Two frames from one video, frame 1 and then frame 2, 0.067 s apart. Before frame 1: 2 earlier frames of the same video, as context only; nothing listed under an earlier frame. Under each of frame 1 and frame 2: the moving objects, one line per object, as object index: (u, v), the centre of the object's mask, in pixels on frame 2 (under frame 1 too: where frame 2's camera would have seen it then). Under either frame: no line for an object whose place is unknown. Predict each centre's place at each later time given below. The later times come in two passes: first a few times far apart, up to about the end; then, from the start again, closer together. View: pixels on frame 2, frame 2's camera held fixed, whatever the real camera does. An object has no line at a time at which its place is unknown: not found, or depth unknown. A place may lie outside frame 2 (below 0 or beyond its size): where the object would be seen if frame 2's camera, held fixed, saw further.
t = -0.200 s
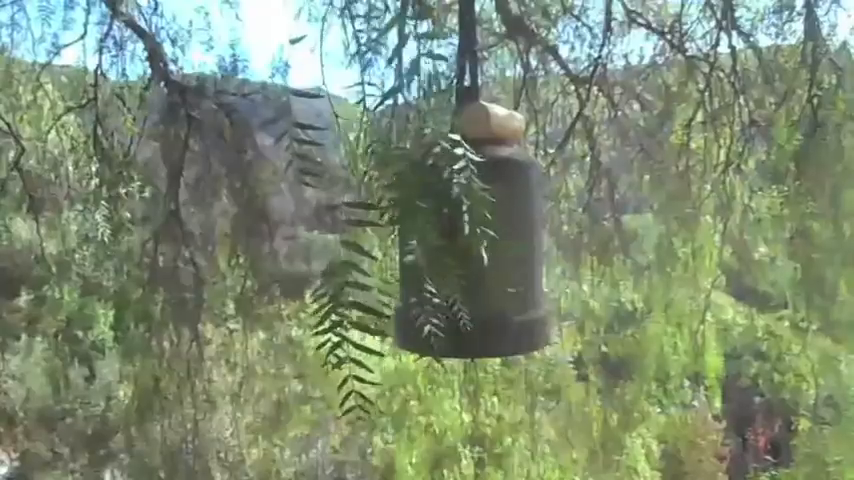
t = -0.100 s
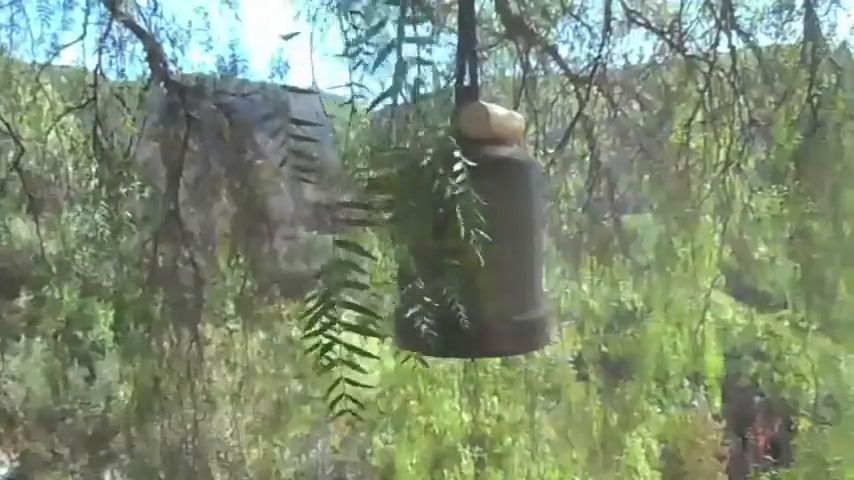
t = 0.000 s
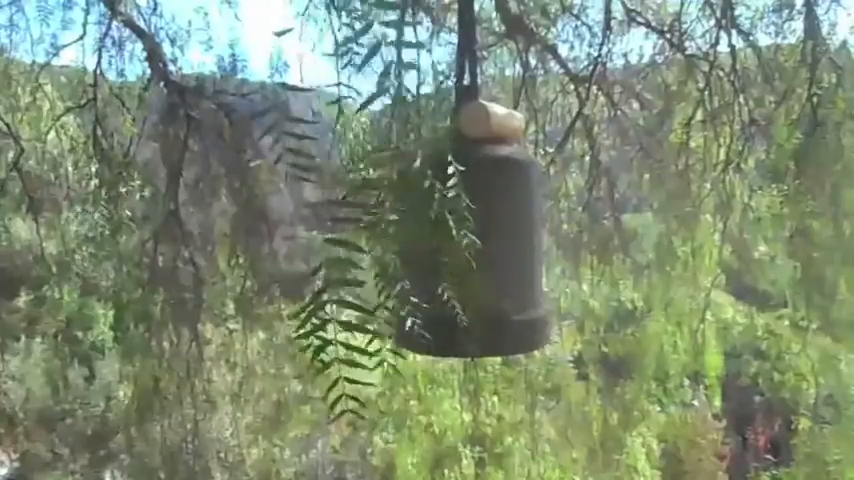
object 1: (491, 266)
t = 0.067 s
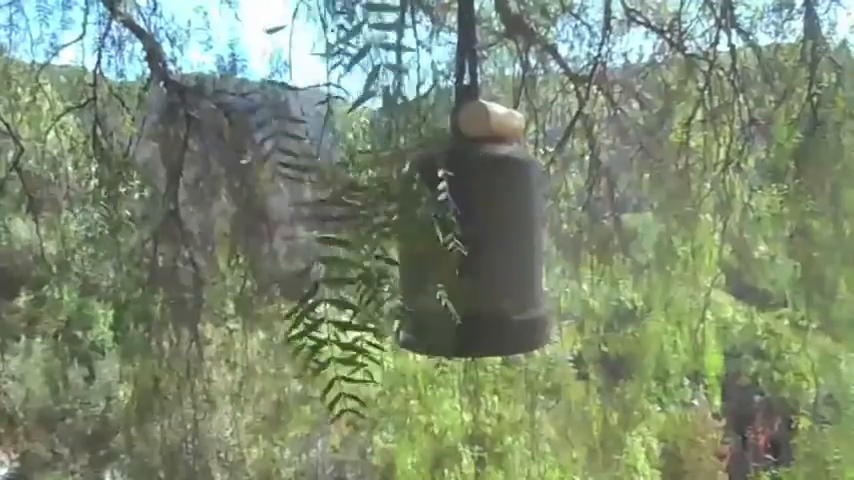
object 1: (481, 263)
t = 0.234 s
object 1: (473, 253)
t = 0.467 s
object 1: (471, 253)
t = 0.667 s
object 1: (472, 253)
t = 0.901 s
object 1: (471, 253)
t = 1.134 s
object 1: (471, 253)
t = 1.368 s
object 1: (471, 253)
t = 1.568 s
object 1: (471, 252)
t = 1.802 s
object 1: (471, 252)
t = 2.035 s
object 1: (471, 252)
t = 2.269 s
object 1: (470, 252)
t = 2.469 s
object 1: (469, 252)
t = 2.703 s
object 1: (467, 252)
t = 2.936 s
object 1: (468, 252)
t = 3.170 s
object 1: (468, 252)
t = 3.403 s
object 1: (467, 249)
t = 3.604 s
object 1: (467, 249)
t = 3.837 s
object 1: (469, 248)
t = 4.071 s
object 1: (469, 248)
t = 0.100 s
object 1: (487, 257)
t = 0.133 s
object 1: (484, 255)
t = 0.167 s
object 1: (481, 253)
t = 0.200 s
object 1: (479, 253)
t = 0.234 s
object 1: (473, 253)
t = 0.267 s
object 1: (471, 252)
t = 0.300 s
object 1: (471, 253)
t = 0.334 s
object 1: (471, 253)
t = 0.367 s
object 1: (471, 253)
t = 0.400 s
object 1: (471, 252)
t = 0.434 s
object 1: (471, 252)
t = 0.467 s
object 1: (471, 253)
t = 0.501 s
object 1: (471, 253)
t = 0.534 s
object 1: (471, 253)
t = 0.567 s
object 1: (471, 253)
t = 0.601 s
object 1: (471, 253)
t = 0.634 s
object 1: (471, 253)
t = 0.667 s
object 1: (472, 253)
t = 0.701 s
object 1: (472, 253)
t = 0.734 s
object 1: (472, 253)
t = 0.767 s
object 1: (471, 252)
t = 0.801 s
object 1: (471, 253)
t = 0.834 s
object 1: (471, 253)
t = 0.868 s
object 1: (471, 253)
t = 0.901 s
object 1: (471, 253)
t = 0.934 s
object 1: (471, 253)
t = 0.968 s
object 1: (471, 253)
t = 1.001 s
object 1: (471, 253)
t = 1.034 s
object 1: (471, 253)
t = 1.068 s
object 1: (471, 253)
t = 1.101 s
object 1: (471, 253)
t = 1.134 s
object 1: (471, 253)
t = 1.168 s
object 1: (471, 253)
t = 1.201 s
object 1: (471, 253)
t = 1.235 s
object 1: (471, 253)
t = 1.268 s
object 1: (471, 253)
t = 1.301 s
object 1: (471, 253)
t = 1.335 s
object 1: (471, 253)
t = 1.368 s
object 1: (471, 253)
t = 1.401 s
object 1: (471, 253)
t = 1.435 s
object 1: (470, 253)
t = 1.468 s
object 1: (471, 252)
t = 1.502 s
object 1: (471, 252)
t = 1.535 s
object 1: (471, 252)
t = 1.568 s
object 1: (471, 252)
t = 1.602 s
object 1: (471, 252)
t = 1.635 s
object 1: (471, 252)
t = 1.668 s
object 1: (470, 252)
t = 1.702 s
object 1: (470, 252)
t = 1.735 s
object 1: (470, 252)
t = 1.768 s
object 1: (470, 252)
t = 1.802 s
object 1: (471, 252)
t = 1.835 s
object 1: (470, 252)
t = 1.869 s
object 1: (470, 252)
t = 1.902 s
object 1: (470, 252)
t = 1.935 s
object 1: (471, 252)
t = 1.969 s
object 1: (470, 252)
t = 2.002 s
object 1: (471, 252)
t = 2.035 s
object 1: (471, 252)
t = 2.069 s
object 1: (470, 252)
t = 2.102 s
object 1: (471, 252)
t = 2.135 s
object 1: (470, 252)
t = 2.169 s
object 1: (471, 253)
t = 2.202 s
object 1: (470, 252)
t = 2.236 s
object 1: (470, 253)
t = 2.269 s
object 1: (470, 252)
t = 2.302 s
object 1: (470, 253)
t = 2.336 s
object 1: (470, 252)
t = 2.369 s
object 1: (469, 252)
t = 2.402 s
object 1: (469, 252)
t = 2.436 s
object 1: (469, 252)
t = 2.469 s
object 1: (469, 252)
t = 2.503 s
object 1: (469, 252)
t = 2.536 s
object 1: (469, 252)
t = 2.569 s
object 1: (468, 252)
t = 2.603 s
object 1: (468, 252)
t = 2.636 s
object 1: (468, 252)
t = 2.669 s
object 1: (467, 252)
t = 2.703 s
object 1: (467, 252)
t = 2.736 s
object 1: (467, 252)
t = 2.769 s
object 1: (468, 252)
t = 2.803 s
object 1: (468, 252)
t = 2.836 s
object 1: (468, 252)
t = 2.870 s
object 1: (468, 252)
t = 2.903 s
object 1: (468, 252)
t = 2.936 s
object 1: (468, 252)
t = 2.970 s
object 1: (468, 252)
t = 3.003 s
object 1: (468, 252)
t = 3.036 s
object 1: (467, 252)
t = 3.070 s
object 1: (468, 252)
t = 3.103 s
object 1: (467, 252)
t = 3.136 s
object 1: (467, 253)
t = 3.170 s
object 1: (468, 252)
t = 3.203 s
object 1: (467, 253)
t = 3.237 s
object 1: (468, 252)
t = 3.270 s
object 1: (467, 250)
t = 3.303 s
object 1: (467, 250)
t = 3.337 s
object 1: (467, 249)
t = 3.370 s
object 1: (467, 250)
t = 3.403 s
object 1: (467, 249)
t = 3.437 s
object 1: (467, 249)
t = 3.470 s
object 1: (467, 249)
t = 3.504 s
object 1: (467, 249)
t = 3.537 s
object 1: (467, 249)
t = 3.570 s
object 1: (467, 248)
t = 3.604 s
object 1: (467, 249)
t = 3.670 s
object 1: (468, 248)
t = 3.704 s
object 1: (469, 248)
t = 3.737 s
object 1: (469, 248)
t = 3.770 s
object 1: (468, 248)
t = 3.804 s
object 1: (468, 247)
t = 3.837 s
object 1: (469, 248)
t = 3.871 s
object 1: (469, 247)
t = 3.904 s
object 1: (469, 248)
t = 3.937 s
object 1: (469, 247)
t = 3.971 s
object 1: (469, 247)
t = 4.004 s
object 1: (469, 247)
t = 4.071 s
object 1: (469, 248)
